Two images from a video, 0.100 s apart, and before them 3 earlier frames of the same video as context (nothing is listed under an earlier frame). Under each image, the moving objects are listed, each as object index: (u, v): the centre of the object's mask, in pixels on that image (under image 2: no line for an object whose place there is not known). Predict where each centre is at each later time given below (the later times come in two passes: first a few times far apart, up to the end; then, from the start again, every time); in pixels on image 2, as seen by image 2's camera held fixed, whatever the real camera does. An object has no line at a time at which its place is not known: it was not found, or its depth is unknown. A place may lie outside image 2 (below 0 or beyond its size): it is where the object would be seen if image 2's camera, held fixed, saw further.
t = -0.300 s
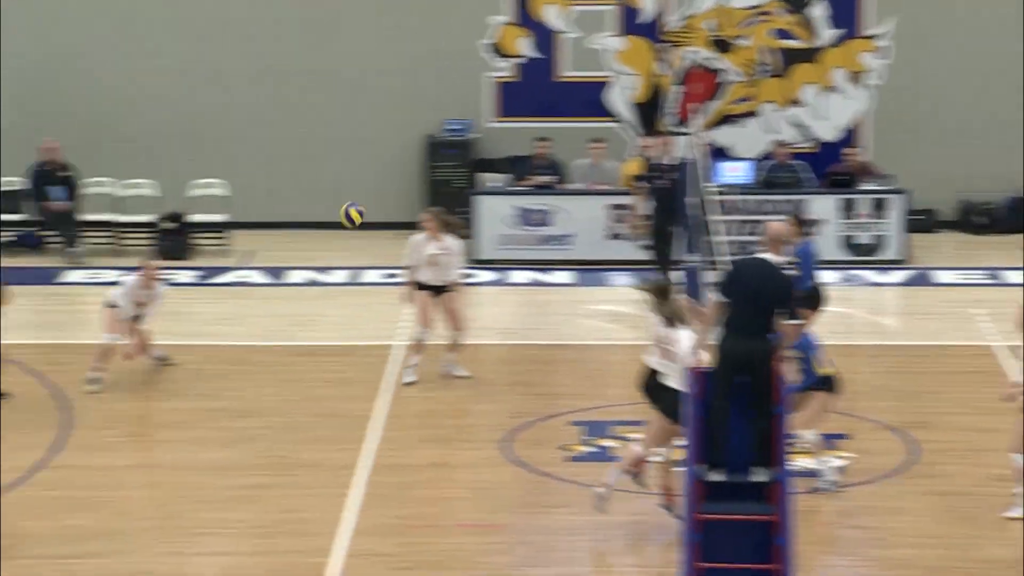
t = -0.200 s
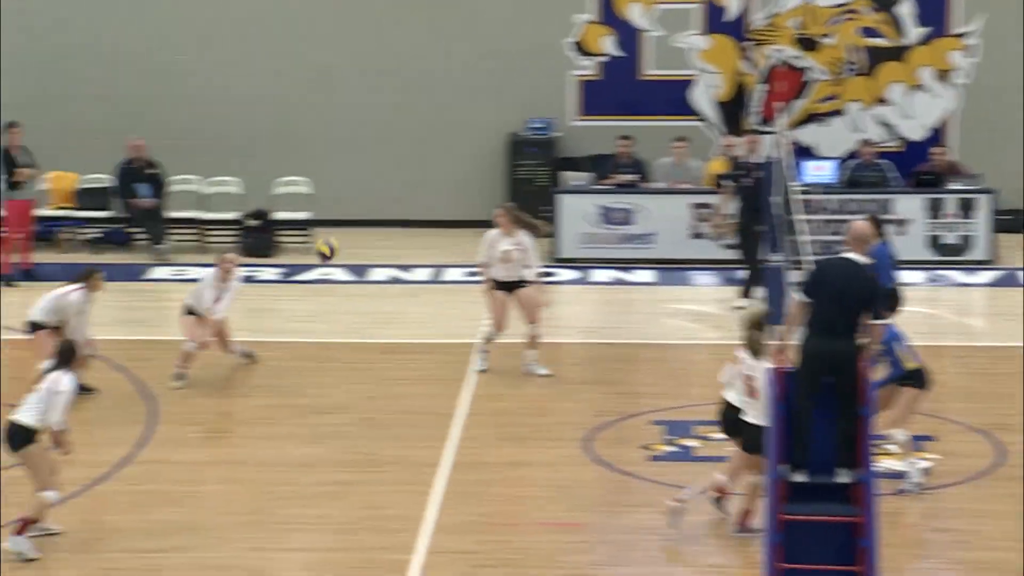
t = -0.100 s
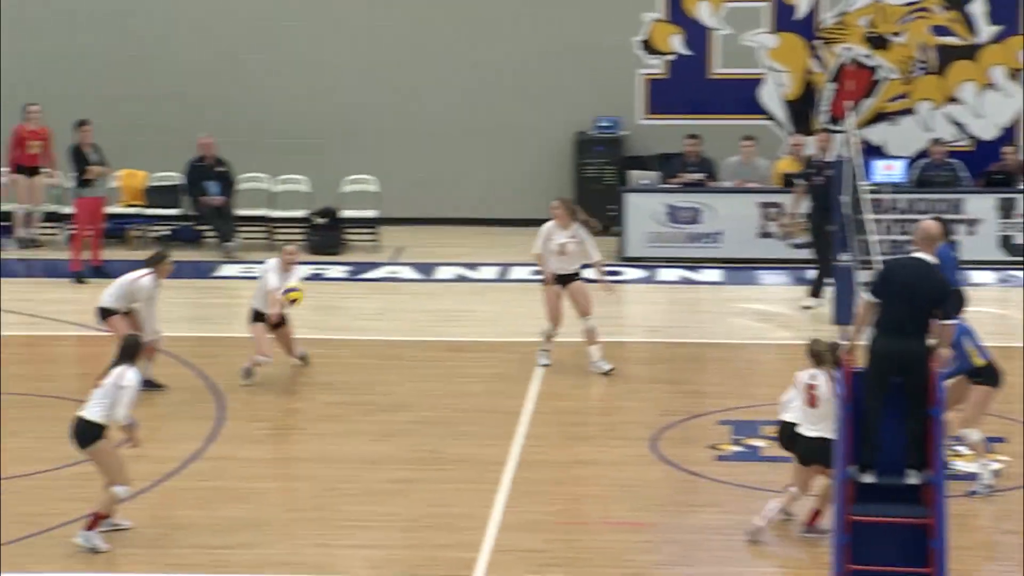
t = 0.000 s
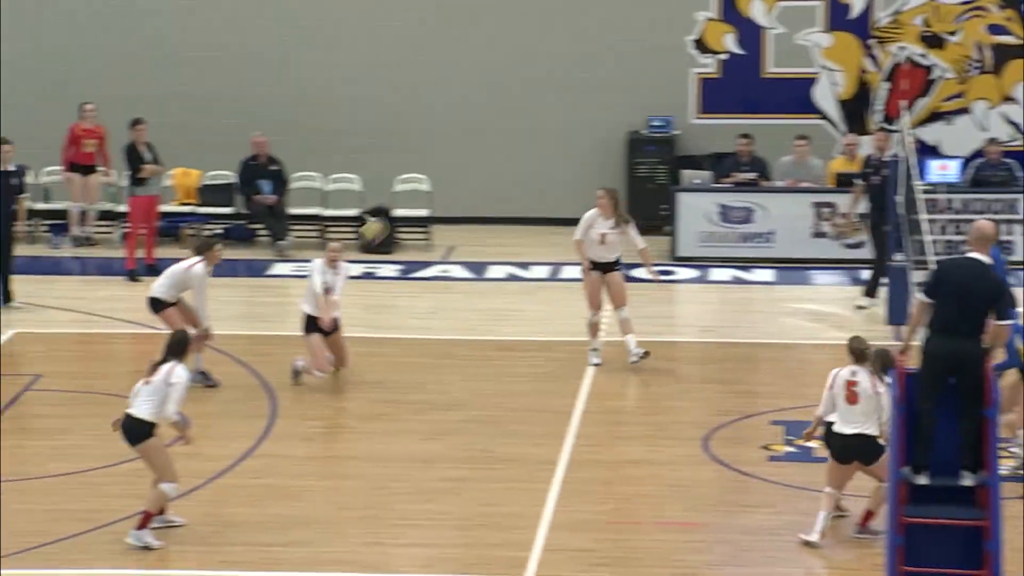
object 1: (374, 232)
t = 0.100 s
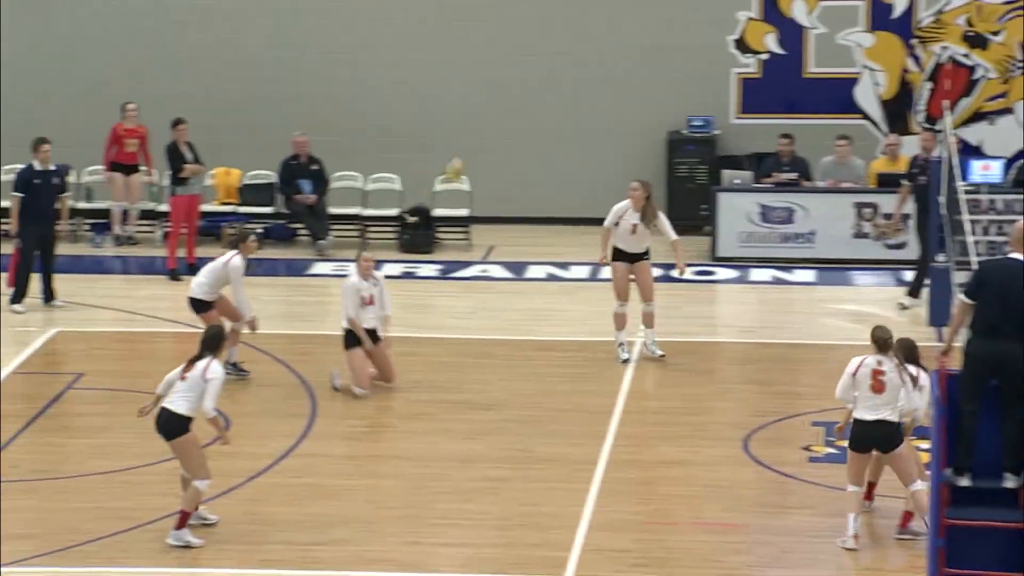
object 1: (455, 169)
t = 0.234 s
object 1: (507, 101)
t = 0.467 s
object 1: (604, 29)
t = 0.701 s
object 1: (704, 16)
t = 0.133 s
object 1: (469, 149)
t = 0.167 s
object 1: (480, 133)
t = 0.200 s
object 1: (494, 116)
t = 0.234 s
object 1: (507, 101)
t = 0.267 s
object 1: (519, 88)
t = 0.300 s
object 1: (534, 75)
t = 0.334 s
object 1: (547, 63)
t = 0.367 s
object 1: (562, 52)
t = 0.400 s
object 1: (576, 44)
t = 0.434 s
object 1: (590, 35)
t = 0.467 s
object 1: (604, 29)
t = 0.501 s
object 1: (619, 23)
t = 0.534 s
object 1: (632, 18)
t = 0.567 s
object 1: (647, 16)
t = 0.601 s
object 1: (661, 14)
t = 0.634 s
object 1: (675, 13)
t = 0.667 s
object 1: (689, 15)
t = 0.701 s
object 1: (704, 16)
